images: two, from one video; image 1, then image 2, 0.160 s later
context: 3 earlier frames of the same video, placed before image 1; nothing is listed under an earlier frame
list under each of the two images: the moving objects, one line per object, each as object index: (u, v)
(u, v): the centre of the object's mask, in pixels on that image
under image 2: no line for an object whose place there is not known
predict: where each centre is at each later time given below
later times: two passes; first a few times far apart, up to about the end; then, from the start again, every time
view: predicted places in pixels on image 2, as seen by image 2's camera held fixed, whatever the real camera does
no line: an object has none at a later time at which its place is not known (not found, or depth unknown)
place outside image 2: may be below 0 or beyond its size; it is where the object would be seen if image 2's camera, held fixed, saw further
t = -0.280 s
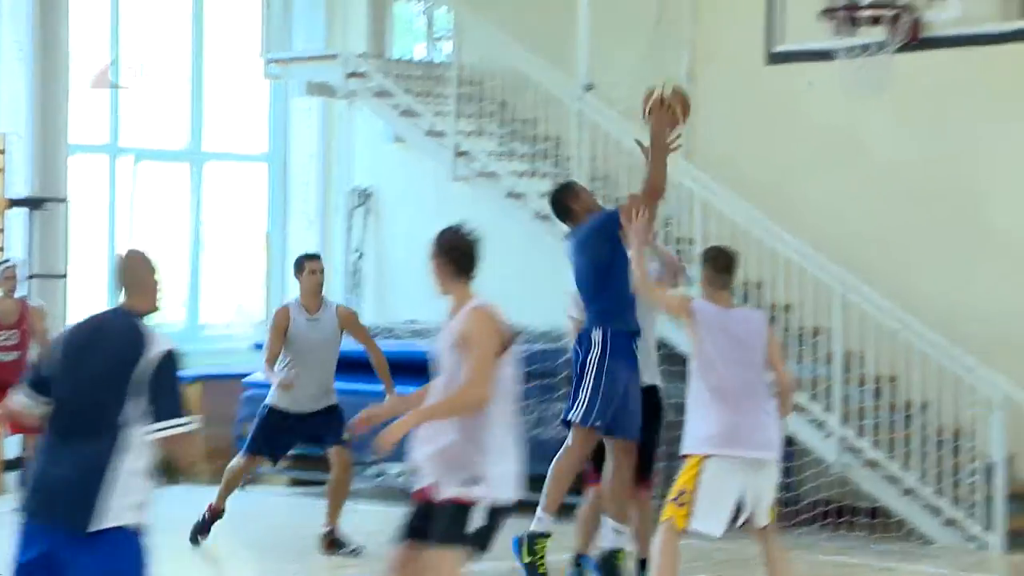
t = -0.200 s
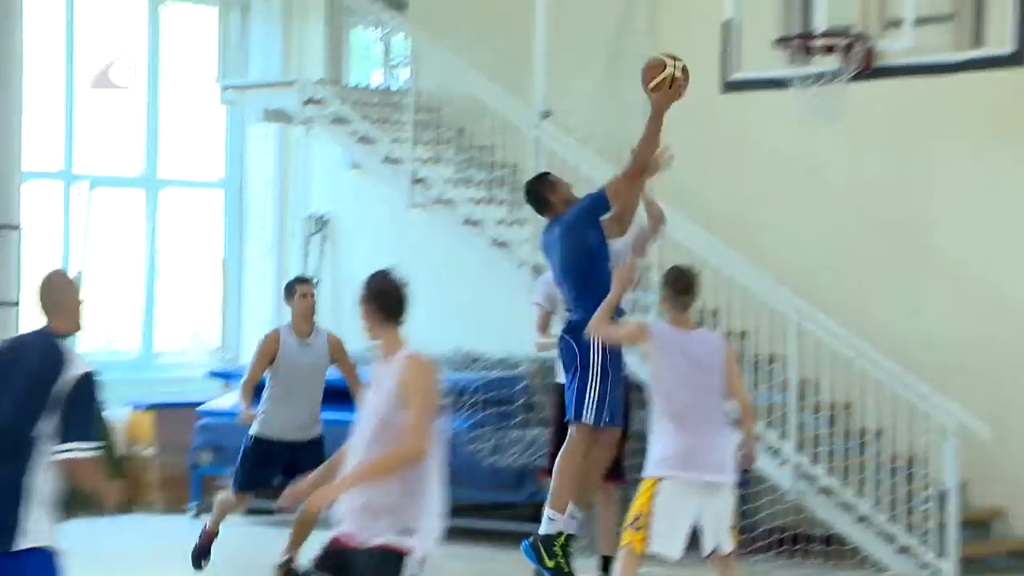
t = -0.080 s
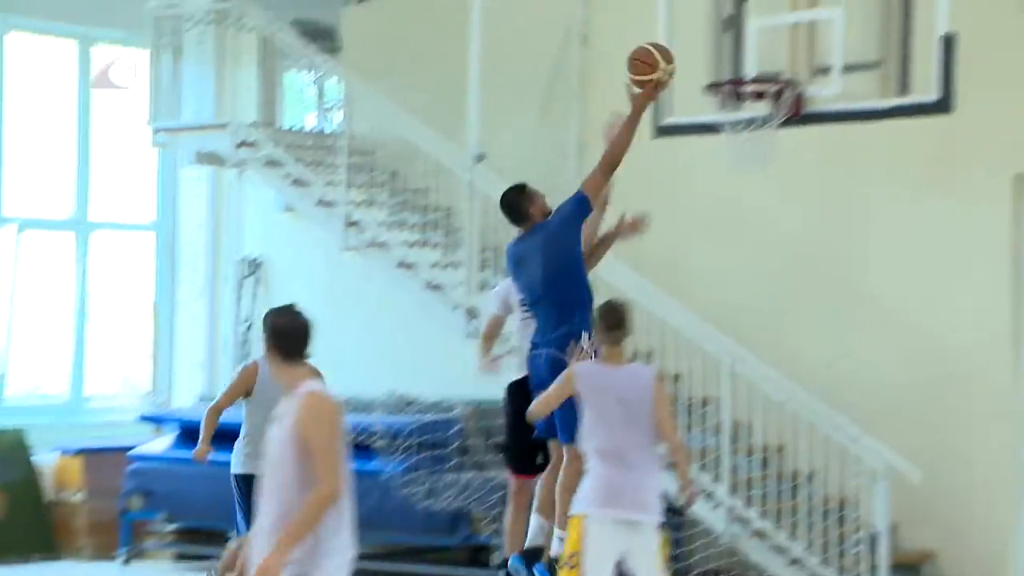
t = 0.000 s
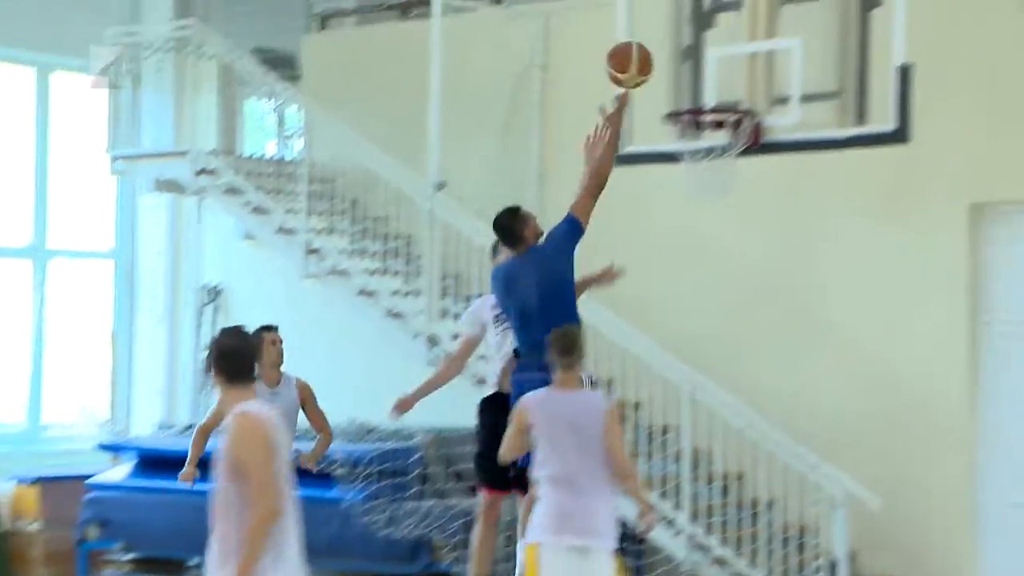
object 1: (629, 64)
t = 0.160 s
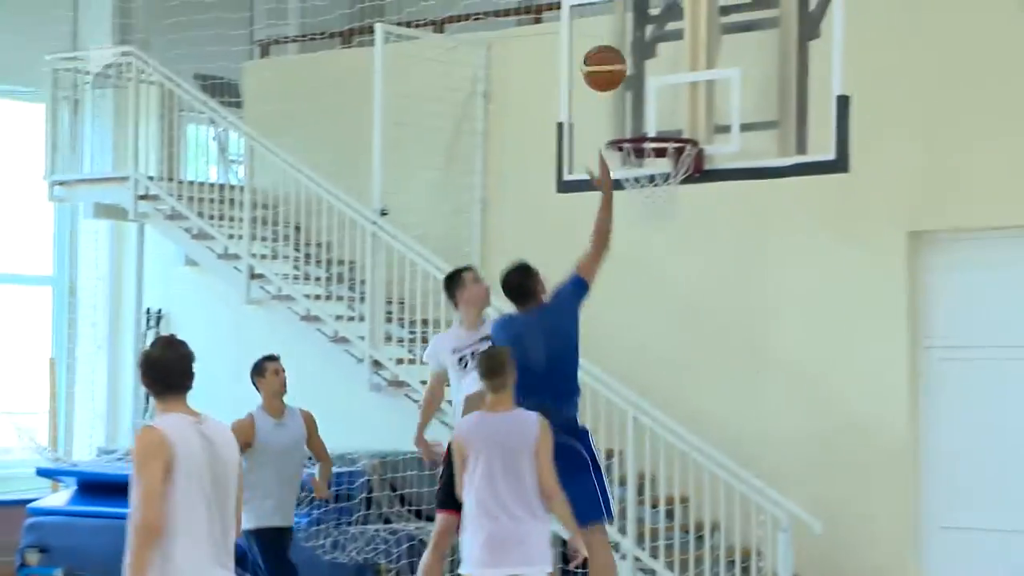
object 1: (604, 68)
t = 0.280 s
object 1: (624, 82)
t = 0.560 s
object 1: (663, 197)
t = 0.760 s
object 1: (650, 217)
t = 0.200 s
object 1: (610, 70)
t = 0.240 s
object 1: (617, 75)
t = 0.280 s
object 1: (624, 82)
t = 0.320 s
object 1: (632, 91)
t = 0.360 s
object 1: (640, 105)
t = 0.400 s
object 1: (647, 119)
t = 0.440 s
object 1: (651, 140)
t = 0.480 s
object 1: (658, 160)
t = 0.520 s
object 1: (663, 176)
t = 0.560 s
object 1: (663, 197)
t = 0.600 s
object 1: (661, 189)
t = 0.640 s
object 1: (657, 188)
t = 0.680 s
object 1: (656, 195)
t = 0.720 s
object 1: (652, 203)
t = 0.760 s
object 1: (650, 217)
